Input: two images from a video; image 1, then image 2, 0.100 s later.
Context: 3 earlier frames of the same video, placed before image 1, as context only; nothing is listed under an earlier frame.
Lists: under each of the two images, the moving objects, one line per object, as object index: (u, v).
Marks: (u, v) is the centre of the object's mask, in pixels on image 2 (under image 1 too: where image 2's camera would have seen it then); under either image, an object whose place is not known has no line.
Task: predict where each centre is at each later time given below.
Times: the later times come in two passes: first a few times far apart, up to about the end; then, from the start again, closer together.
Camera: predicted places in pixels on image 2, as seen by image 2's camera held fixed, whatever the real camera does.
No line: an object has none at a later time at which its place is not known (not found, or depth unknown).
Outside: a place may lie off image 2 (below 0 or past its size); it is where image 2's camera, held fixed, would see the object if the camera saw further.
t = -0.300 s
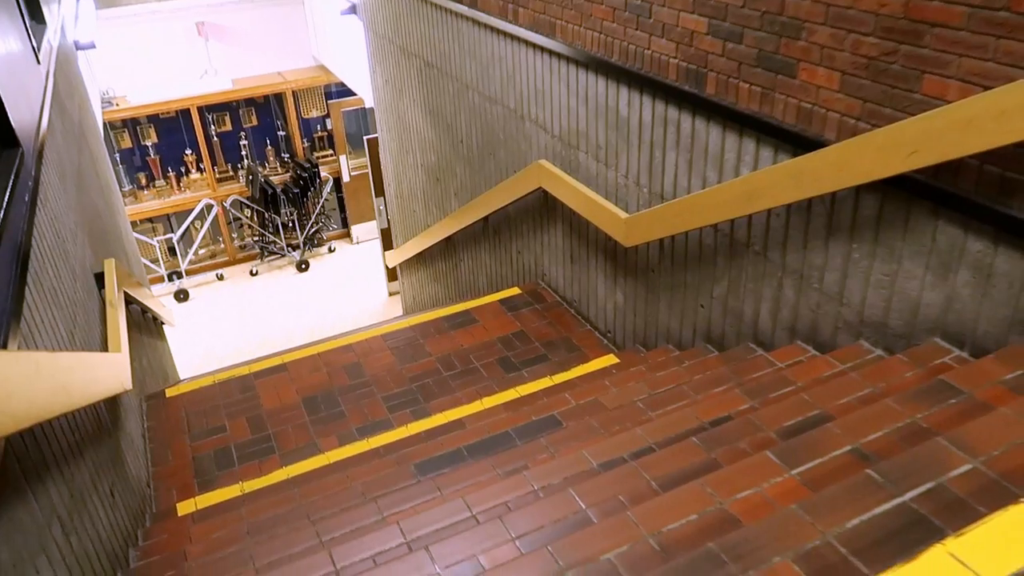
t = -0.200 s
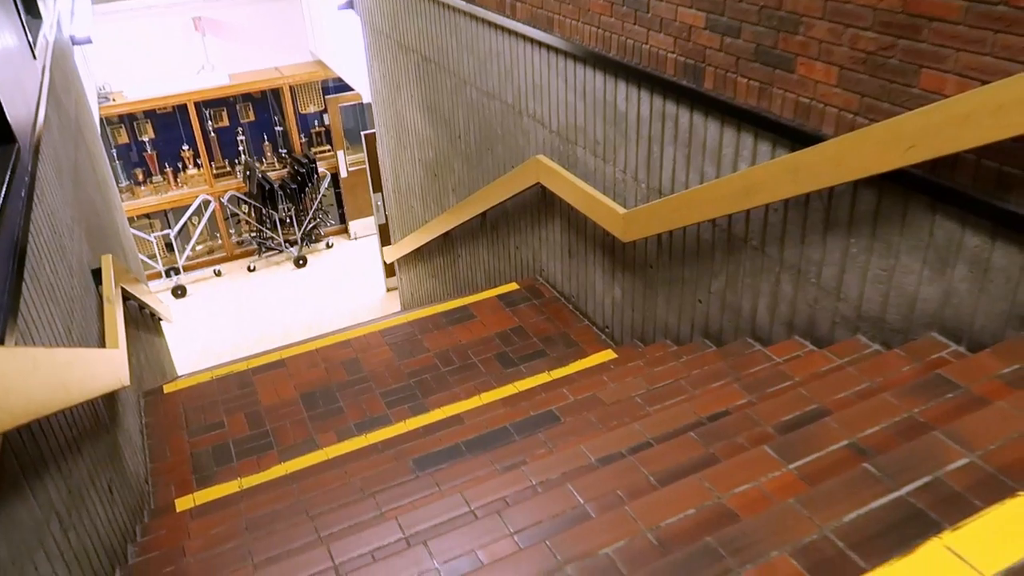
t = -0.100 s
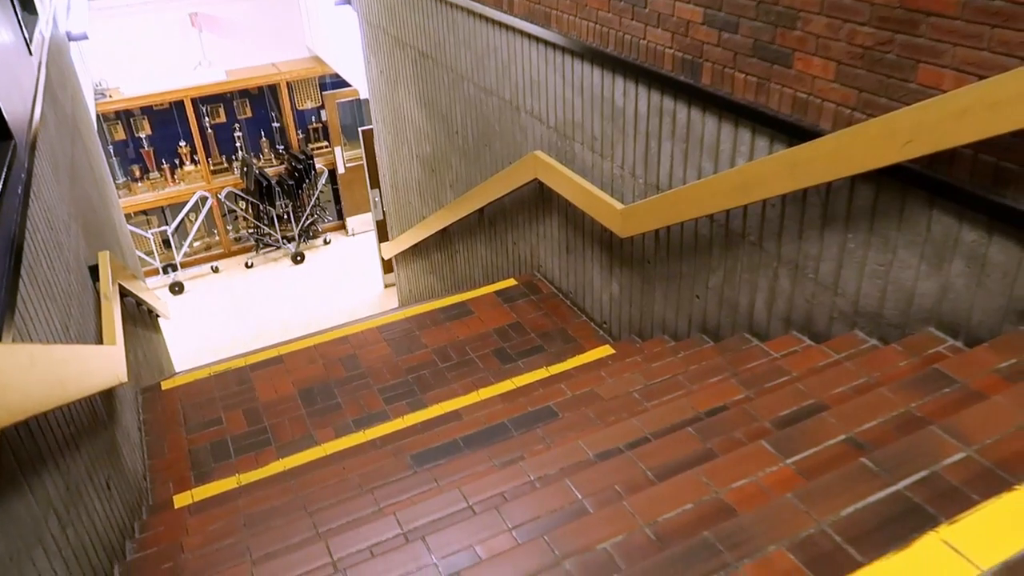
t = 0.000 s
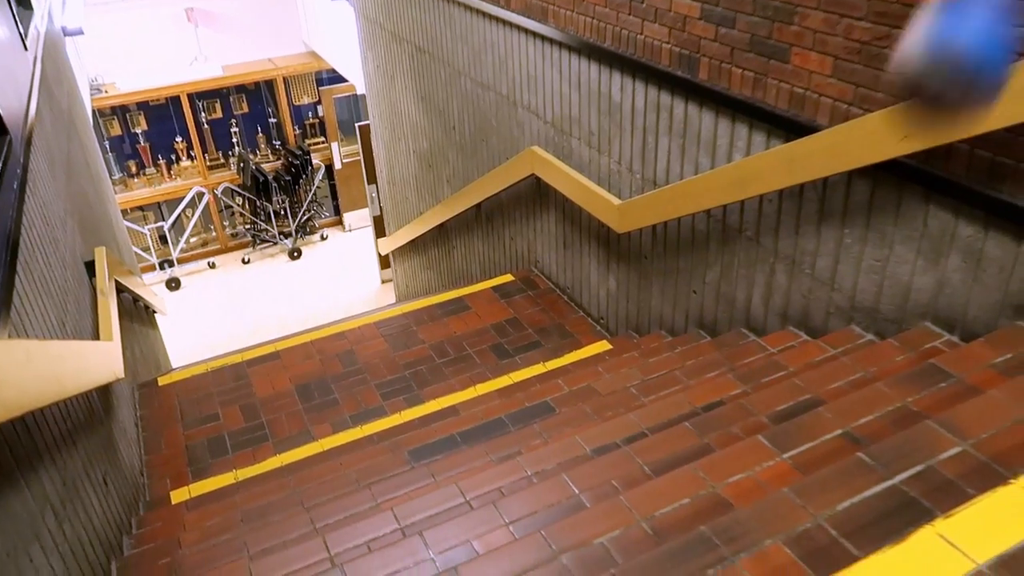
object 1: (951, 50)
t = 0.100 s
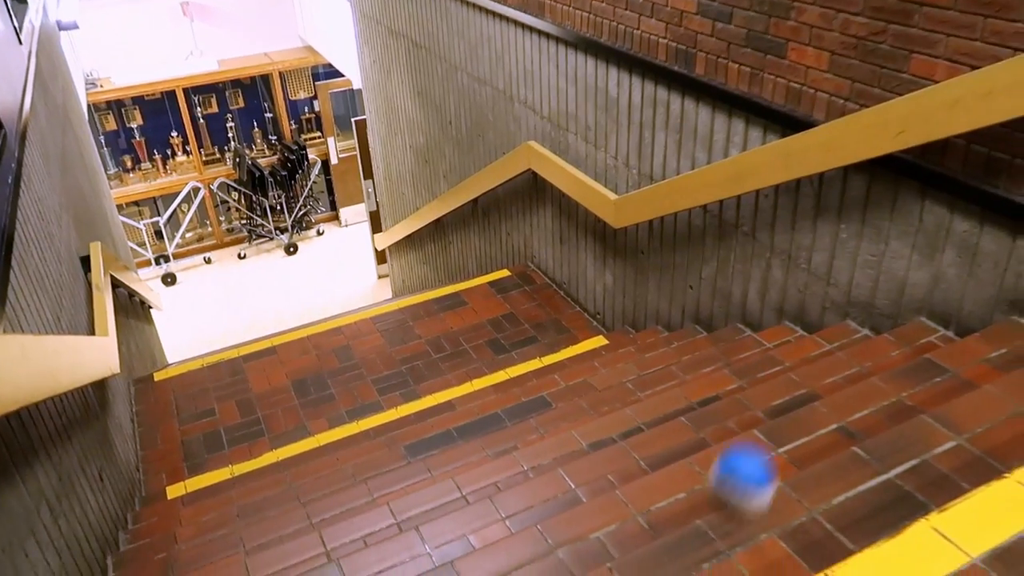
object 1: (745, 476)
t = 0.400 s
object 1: (638, 191)
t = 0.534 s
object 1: (608, 27)
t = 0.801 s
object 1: (553, 113)
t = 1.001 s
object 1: (535, 406)
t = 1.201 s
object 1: (464, 351)
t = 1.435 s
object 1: (368, 209)
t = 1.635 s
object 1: (330, 240)
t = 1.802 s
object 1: (320, 325)
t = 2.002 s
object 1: (320, 424)
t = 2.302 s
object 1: (256, 242)
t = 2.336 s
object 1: (249, 232)
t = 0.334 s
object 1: (650, 325)
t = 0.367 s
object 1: (646, 256)
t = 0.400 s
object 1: (638, 191)
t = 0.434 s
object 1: (630, 131)
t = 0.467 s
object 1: (622, 80)
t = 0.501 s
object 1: (614, 42)
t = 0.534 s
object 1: (608, 27)
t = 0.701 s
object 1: (569, 28)
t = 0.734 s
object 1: (563, 41)
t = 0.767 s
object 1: (558, 73)
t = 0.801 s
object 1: (553, 113)
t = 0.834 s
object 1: (548, 155)
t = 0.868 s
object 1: (545, 202)
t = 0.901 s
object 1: (542, 254)
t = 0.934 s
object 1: (539, 305)
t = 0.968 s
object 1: (537, 355)
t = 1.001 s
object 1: (535, 406)
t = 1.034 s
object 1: (534, 453)
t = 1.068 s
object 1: (533, 500)
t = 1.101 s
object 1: (521, 488)
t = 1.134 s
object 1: (501, 437)
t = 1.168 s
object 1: (483, 393)
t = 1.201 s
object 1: (464, 351)
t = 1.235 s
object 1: (447, 315)
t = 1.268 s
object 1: (431, 287)
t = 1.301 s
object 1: (416, 262)
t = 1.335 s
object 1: (403, 242)
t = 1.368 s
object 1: (389, 225)
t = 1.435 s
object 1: (368, 209)
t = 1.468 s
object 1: (359, 206)
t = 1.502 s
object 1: (351, 206)
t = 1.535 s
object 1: (345, 210)
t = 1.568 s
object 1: (339, 217)
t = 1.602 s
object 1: (333, 227)
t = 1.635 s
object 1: (330, 240)
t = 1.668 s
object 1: (327, 253)
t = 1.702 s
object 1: (325, 269)
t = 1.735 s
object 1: (322, 286)
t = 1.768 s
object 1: (321, 305)
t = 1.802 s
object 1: (320, 325)
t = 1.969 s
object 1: (324, 427)
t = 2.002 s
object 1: (320, 424)
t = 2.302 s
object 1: (256, 242)
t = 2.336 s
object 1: (249, 232)
